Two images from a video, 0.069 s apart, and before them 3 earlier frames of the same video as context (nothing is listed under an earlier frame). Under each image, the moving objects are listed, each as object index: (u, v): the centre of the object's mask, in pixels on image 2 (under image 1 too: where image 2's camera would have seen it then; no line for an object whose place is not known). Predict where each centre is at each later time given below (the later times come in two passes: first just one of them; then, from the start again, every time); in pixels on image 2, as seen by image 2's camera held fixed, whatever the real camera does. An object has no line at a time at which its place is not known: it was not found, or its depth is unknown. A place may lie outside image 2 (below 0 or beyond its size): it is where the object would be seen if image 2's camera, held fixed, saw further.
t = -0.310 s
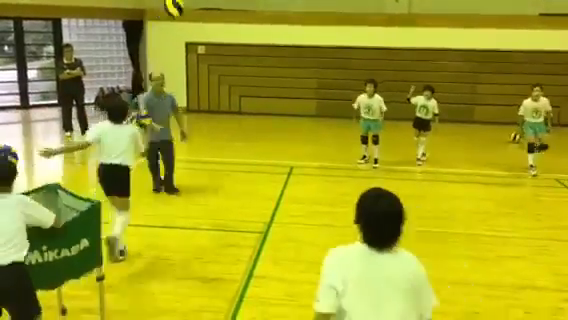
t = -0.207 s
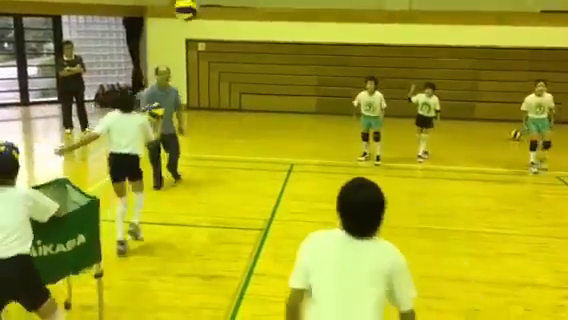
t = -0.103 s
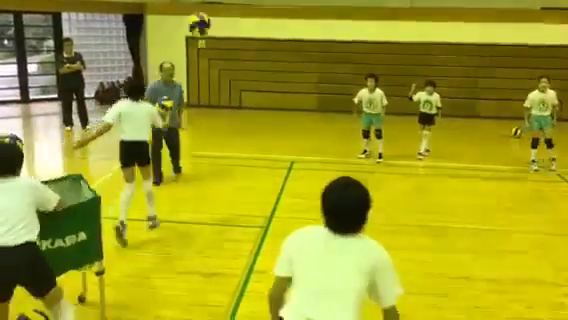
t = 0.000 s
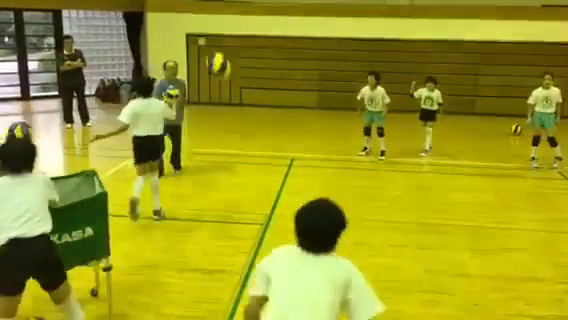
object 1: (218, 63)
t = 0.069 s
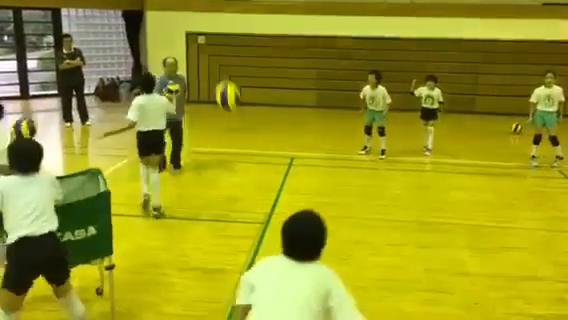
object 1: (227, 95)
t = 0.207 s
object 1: (246, 176)
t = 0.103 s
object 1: (233, 113)
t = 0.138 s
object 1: (236, 132)
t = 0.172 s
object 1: (241, 153)
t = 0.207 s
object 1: (246, 176)
